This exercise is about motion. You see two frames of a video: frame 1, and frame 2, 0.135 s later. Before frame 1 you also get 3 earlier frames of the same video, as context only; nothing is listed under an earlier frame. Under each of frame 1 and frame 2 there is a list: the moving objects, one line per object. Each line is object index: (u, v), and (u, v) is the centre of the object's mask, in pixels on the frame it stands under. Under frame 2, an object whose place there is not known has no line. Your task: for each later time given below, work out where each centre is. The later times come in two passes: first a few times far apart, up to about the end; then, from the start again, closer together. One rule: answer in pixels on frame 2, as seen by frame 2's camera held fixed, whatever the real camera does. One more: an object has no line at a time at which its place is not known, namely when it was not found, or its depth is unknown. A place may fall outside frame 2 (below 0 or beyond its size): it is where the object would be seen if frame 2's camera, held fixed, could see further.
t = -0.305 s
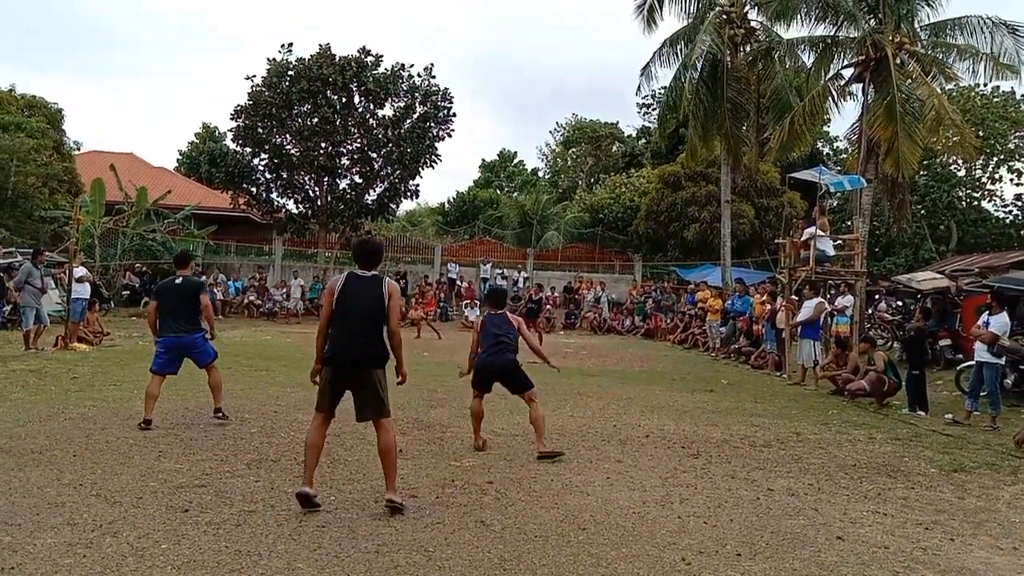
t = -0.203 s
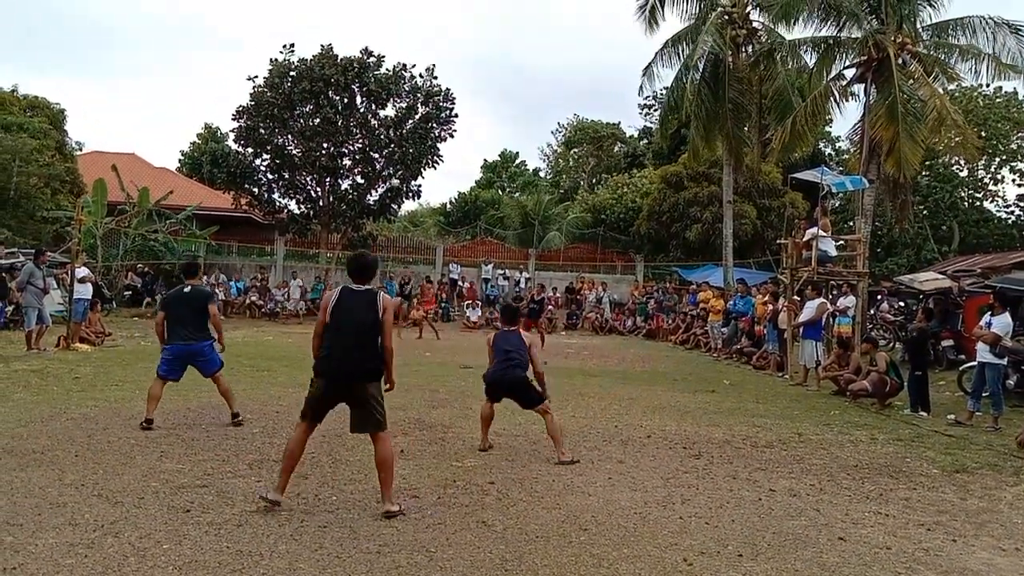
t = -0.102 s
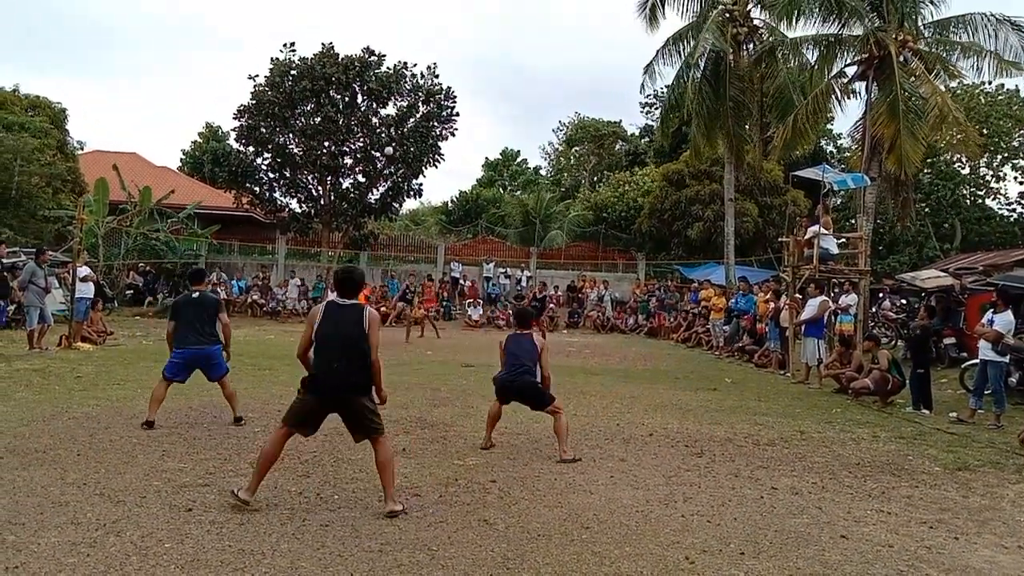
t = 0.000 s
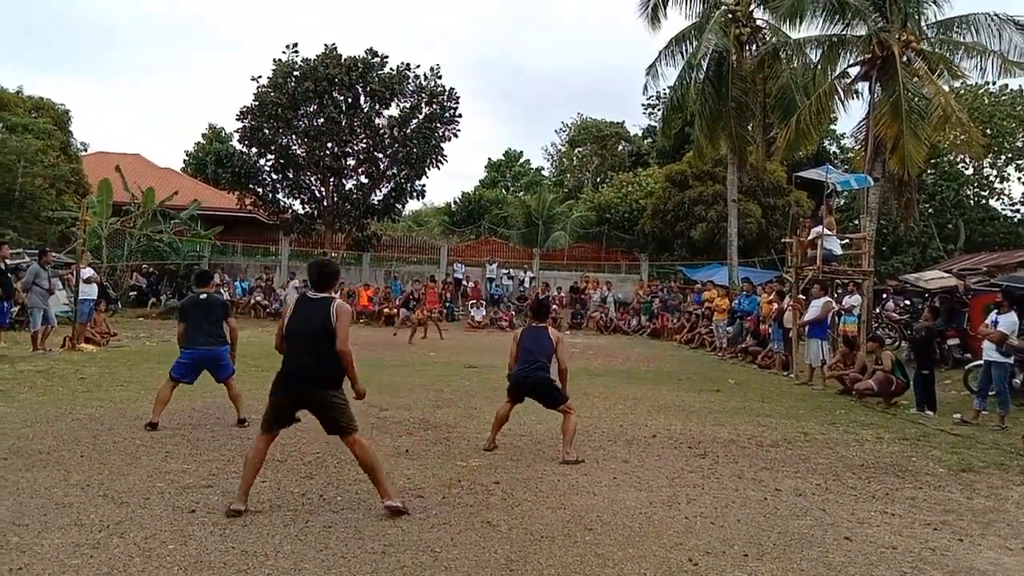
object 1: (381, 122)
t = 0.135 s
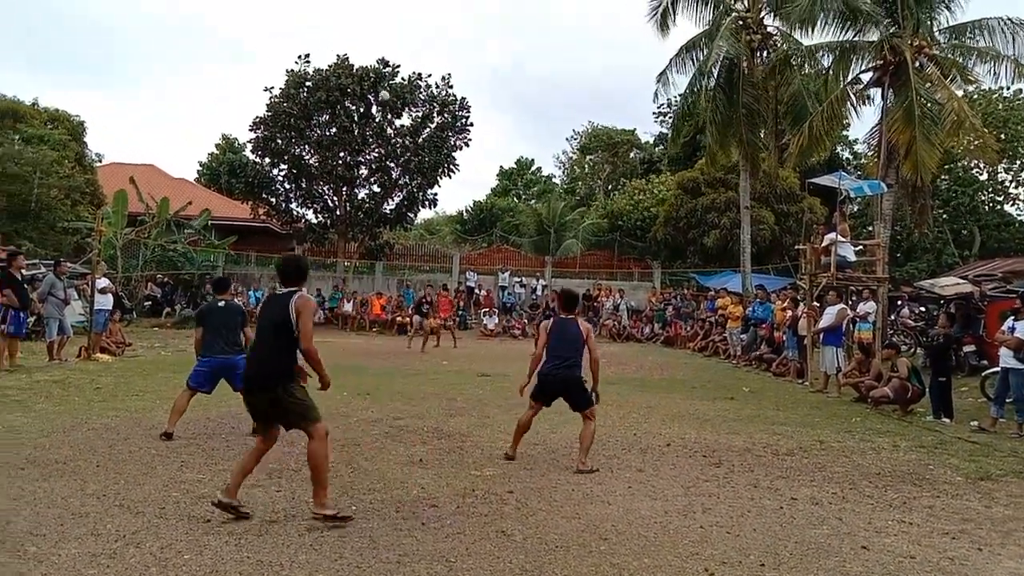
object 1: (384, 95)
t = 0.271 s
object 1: (371, 65)
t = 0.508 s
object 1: (344, 31)
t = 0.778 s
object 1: (297, 40)
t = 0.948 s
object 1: (253, 95)
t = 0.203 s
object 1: (378, 79)
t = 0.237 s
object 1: (375, 72)
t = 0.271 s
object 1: (371, 65)
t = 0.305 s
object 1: (368, 58)
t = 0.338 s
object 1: (364, 52)
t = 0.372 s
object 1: (361, 47)
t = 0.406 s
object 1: (357, 42)
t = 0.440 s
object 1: (352, 38)
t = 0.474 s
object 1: (348, 34)
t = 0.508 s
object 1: (344, 31)
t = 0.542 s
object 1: (339, 29)
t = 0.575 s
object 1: (335, 28)
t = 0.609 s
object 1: (329, 27)
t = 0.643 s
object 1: (324, 28)
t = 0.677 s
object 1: (318, 29)
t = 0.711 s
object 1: (311, 31)
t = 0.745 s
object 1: (305, 35)
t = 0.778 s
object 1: (297, 40)
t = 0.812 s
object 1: (290, 48)
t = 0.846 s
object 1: (282, 56)
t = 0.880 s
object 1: (273, 67)
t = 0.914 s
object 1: (264, 80)
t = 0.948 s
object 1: (253, 95)
